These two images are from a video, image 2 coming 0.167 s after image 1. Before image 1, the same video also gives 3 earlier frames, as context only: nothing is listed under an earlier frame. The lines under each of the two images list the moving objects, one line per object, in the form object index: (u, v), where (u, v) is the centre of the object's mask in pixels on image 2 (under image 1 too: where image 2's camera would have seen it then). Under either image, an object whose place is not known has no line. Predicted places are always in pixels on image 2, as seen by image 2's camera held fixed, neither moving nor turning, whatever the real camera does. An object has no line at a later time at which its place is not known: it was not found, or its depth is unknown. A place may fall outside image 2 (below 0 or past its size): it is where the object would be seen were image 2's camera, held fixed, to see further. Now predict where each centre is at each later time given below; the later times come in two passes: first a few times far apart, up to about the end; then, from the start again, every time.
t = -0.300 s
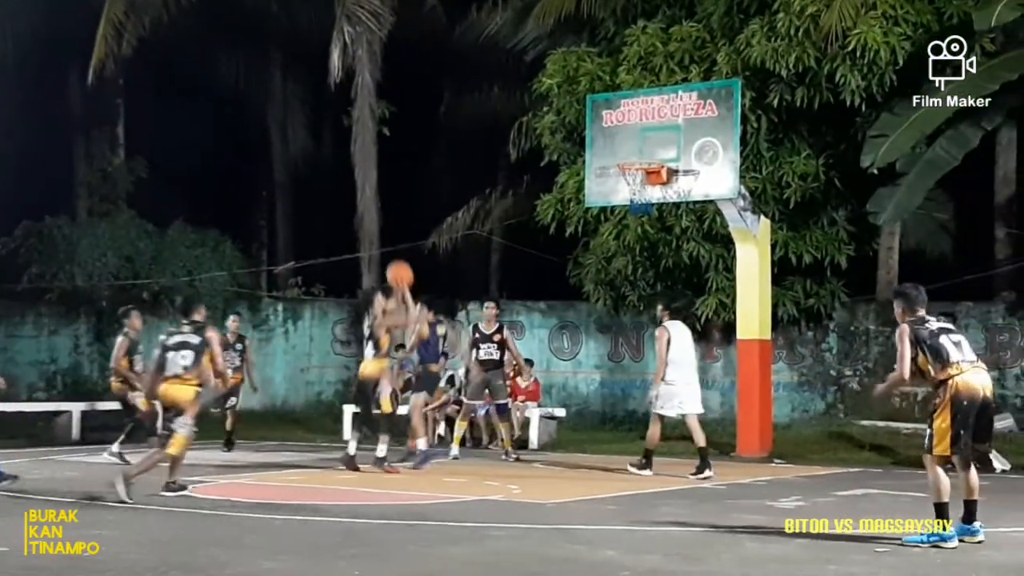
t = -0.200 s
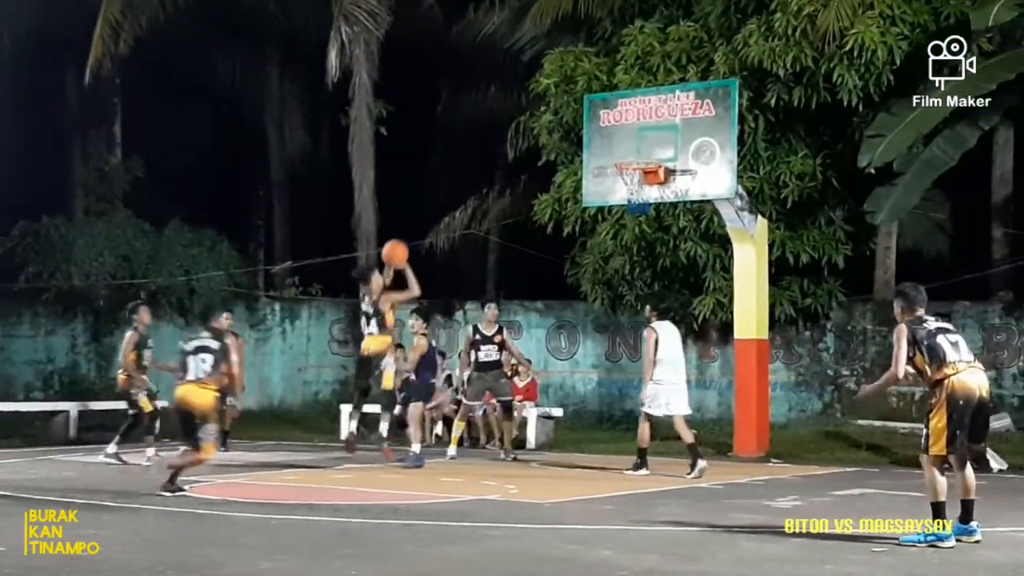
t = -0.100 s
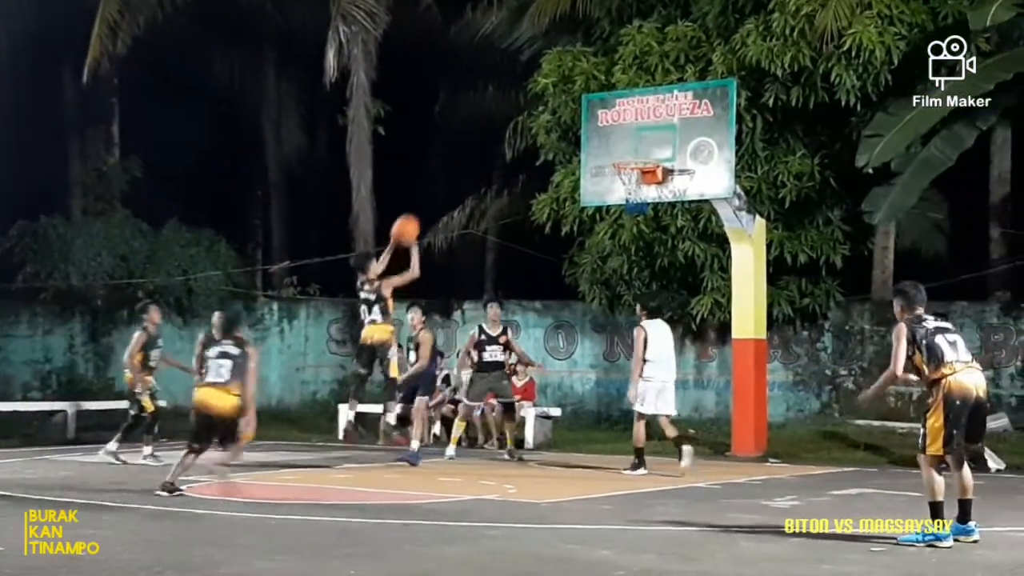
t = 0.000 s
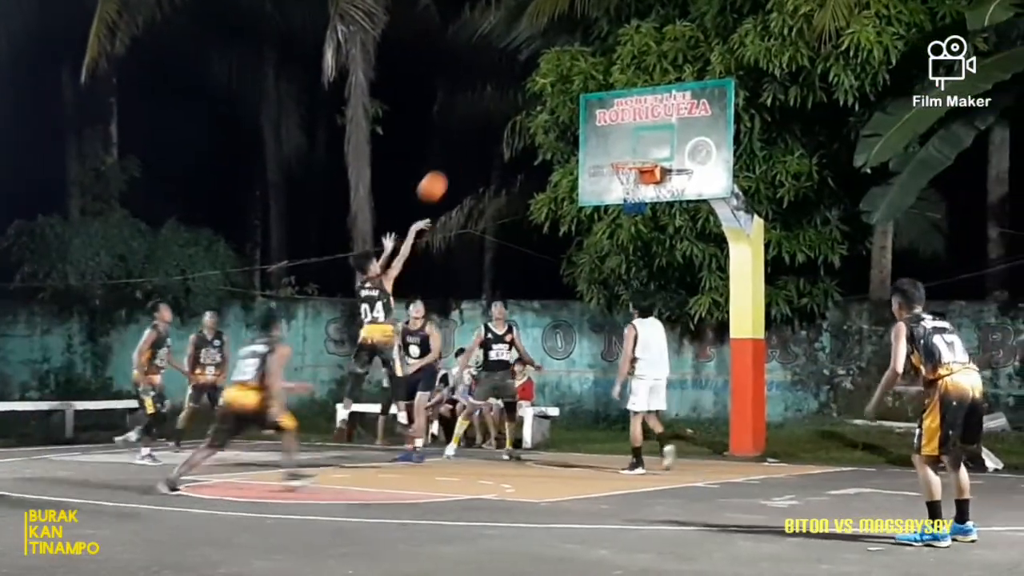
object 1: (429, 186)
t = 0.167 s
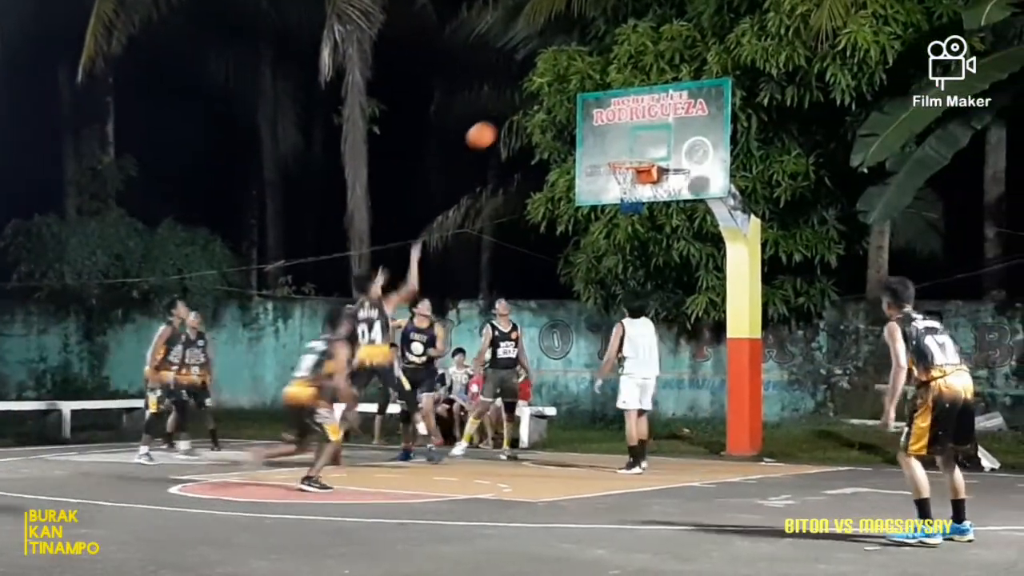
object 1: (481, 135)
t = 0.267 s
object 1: (511, 119)
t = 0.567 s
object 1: (594, 130)
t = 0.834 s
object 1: (630, 140)
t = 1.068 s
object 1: (648, 147)
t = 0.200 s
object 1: (491, 129)
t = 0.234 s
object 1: (500, 124)
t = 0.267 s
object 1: (511, 119)
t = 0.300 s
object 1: (520, 116)
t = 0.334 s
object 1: (529, 114)
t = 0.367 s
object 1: (539, 113)
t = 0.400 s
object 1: (548, 113)
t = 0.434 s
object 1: (558, 115)
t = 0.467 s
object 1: (567, 117)
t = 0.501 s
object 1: (576, 120)
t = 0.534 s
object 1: (584, 125)
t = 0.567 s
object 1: (594, 130)
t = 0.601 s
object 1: (603, 136)
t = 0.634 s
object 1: (611, 144)
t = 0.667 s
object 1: (618, 148)
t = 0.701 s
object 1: (621, 145)
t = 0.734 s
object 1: (623, 142)
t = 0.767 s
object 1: (625, 140)
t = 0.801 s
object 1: (628, 140)
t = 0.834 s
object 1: (630, 140)
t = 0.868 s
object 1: (632, 140)
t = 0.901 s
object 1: (634, 142)
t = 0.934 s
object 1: (636, 145)
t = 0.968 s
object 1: (639, 145)
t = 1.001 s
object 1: (643, 146)
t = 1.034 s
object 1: (645, 146)
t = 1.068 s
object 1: (648, 147)
